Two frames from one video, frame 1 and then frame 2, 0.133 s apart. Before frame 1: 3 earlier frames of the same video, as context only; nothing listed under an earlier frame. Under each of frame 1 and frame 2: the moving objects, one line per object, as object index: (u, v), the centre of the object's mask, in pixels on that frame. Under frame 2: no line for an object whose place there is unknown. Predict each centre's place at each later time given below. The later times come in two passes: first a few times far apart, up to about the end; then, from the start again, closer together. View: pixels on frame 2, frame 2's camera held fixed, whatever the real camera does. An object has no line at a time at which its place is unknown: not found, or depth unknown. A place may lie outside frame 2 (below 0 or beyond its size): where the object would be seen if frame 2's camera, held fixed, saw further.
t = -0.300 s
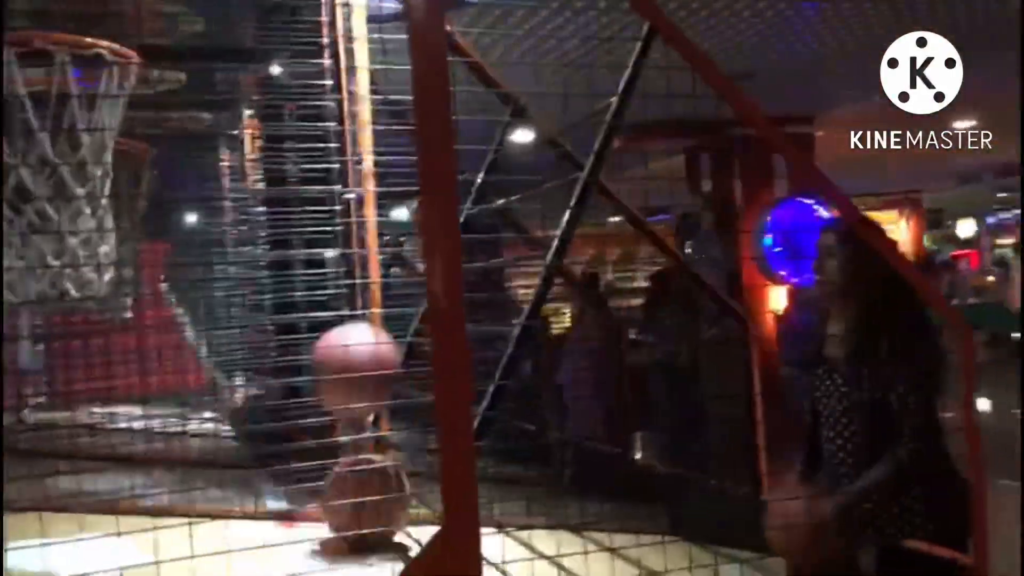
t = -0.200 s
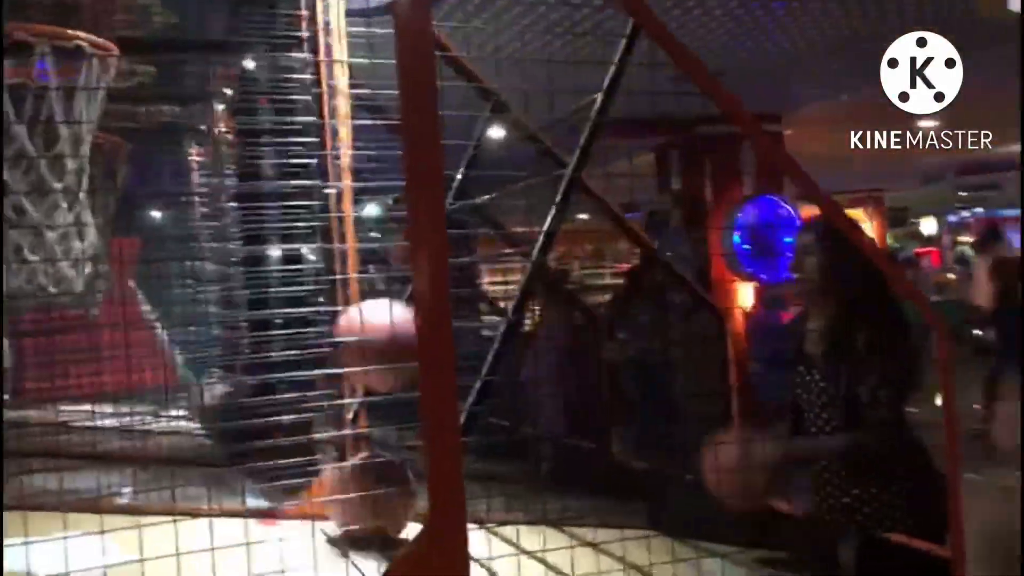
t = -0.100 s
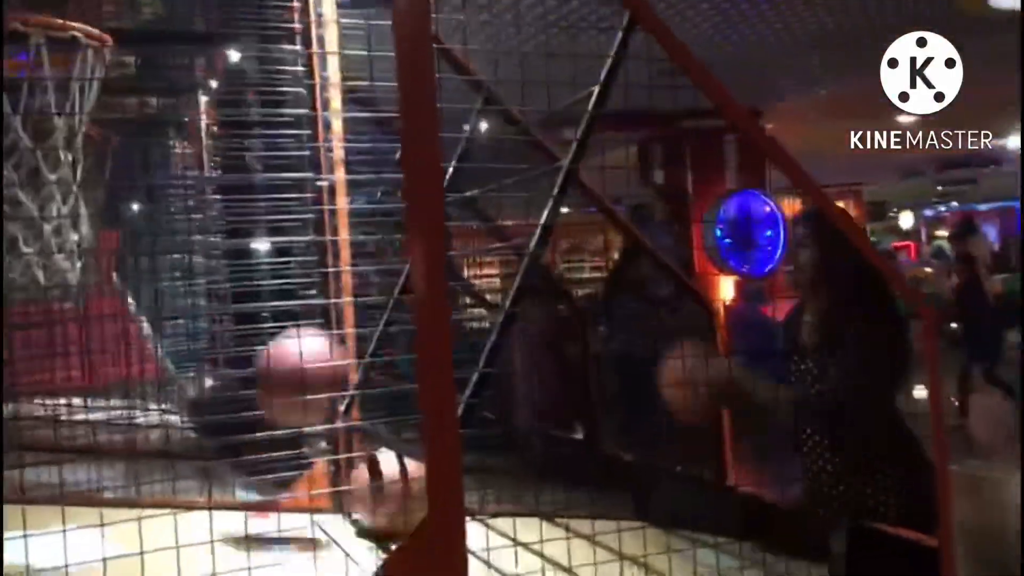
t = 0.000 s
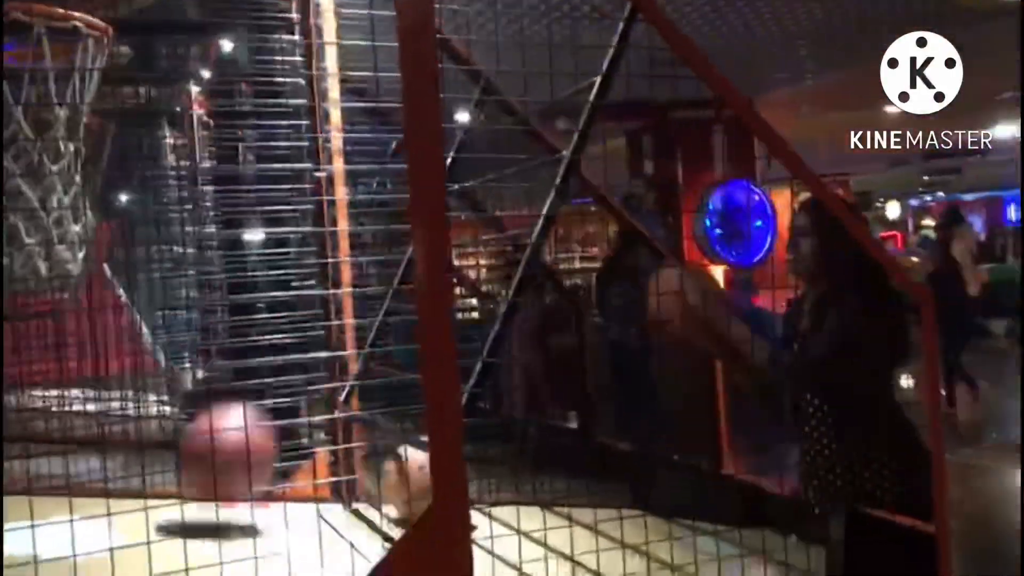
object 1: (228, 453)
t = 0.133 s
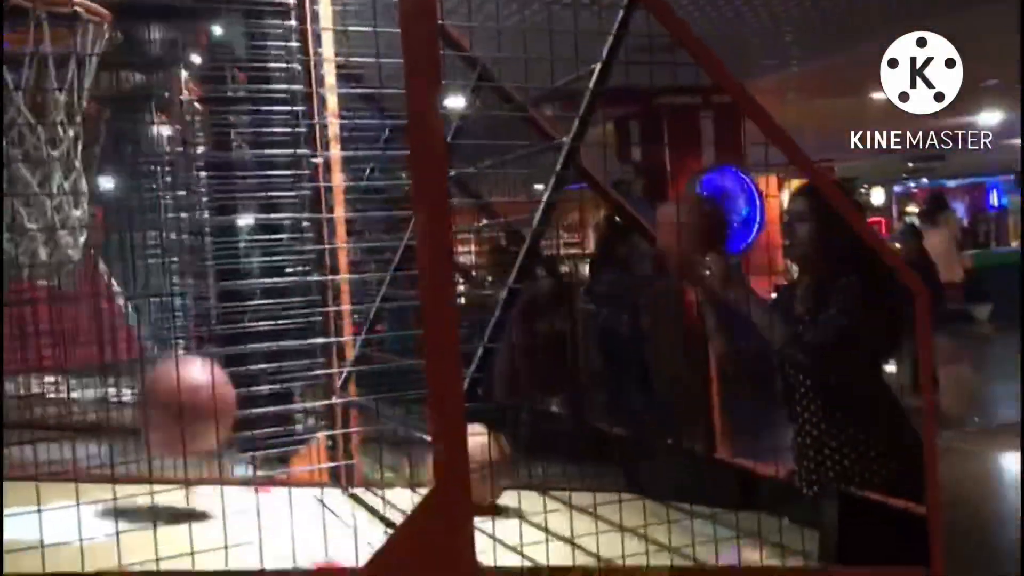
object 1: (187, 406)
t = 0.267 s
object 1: (163, 390)
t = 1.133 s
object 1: (246, 467)
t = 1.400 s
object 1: (338, 472)
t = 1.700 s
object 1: (491, 474)
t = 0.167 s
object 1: (180, 398)
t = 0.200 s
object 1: (175, 391)
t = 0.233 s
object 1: (170, 388)
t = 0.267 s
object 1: (163, 390)
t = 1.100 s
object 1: (236, 464)
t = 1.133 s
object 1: (246, 467)
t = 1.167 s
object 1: (256, 466)
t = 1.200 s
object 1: (268, 468)
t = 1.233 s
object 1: (277, 469)
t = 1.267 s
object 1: (289, 468)
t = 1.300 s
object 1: (302, 469)
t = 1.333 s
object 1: (311, 470)
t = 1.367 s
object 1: (325, 471)
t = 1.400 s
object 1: (338, 472)
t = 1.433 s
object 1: (350, 471)
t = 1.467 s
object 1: (365, 471)
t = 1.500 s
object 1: (380, 470)
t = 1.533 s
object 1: (393, 471)
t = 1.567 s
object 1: (399, 469)
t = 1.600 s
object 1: (409, 469)
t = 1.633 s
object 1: (417, 467)
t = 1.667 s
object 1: (484, 470)
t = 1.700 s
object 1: (491, 474)
